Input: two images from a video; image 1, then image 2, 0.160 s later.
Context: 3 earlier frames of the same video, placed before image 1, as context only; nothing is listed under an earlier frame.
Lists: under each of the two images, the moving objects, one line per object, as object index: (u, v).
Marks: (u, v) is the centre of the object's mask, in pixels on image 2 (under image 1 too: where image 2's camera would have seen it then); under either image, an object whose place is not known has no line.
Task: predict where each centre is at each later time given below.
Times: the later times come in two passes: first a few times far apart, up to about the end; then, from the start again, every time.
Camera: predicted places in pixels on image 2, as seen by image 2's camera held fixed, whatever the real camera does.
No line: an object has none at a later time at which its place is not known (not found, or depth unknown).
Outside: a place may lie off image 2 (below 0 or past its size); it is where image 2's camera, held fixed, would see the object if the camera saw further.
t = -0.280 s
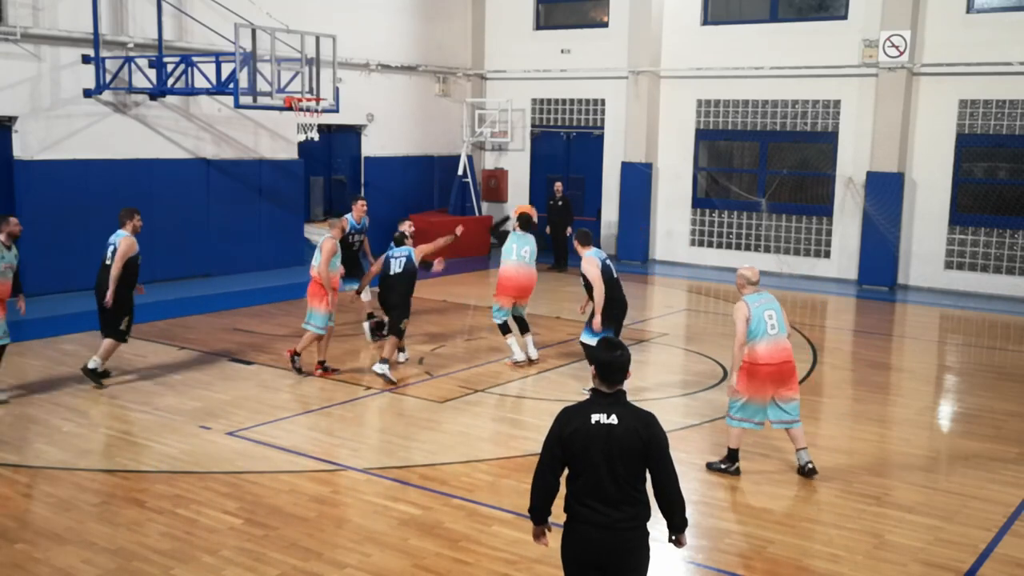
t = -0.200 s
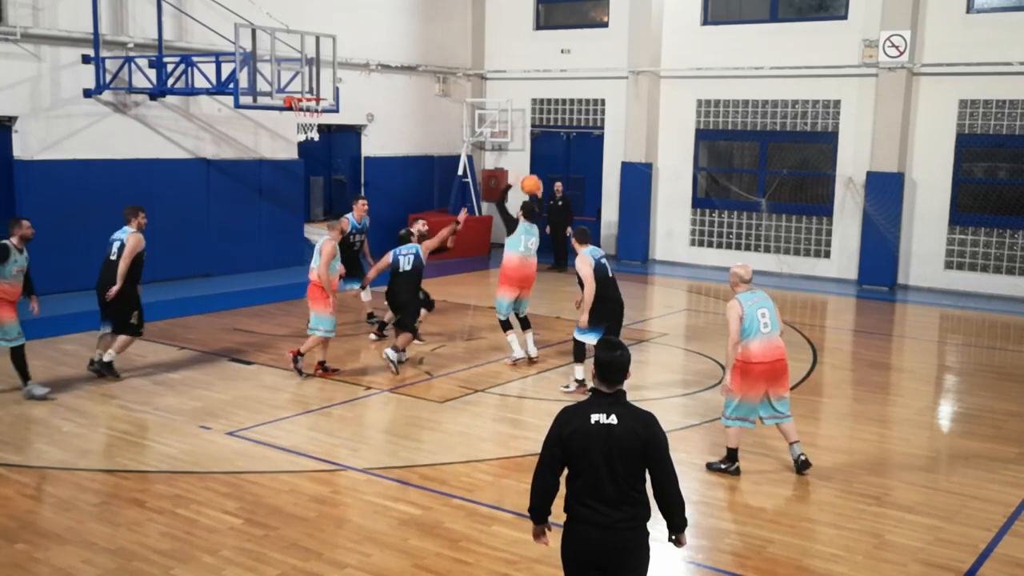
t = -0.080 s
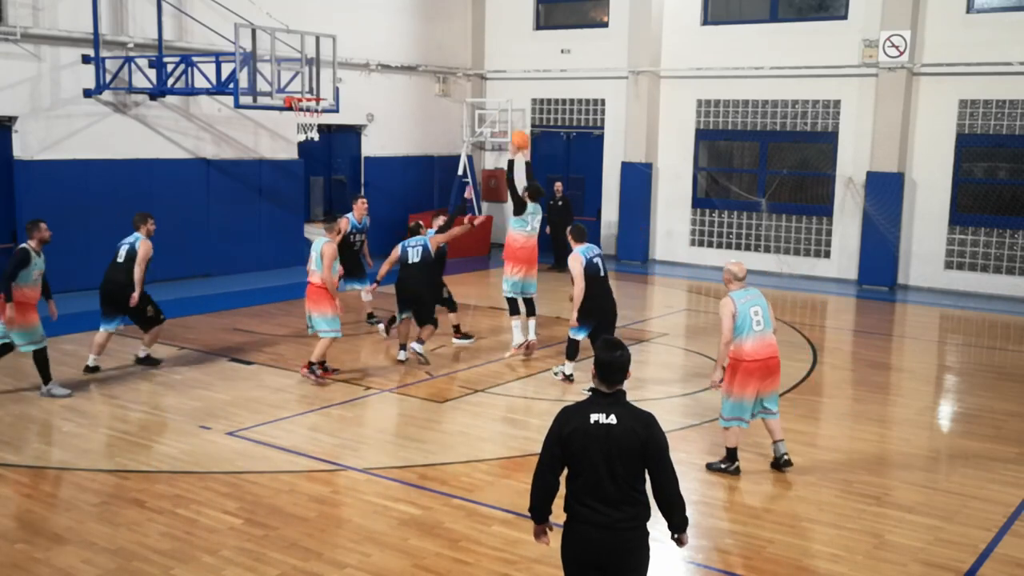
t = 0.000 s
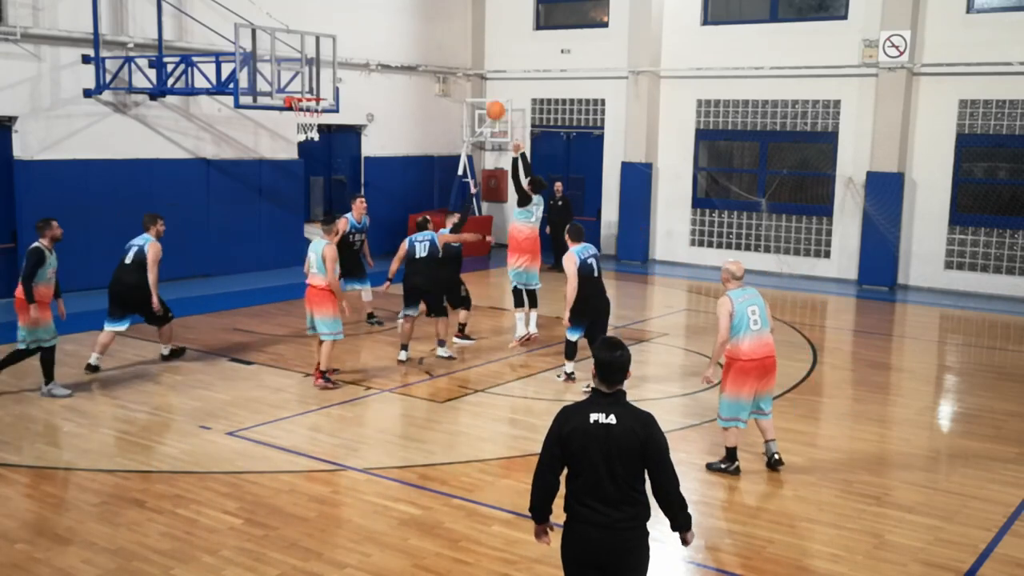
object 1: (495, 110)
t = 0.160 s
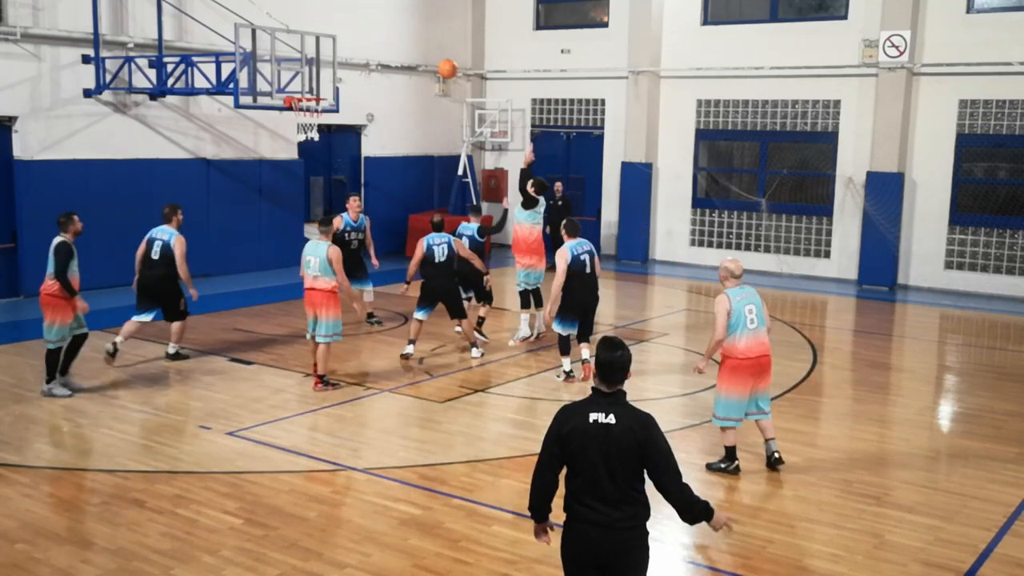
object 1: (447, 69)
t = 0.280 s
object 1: (415, 54)
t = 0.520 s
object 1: (354, 58)
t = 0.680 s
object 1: (314, 86)
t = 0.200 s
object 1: (438, 63)
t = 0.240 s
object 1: (429, 59)
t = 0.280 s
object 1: (415, 54)
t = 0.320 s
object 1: (406, 52)
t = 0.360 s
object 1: (393, 51)
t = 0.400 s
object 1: (384, 51)
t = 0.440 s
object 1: (375, 52)
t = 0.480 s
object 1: (362, 55)
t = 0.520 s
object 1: (354, 58)
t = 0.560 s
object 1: (342, 65)
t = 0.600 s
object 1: (334, 69)
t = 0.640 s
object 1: (326, 75)
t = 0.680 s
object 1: (314, 86)
